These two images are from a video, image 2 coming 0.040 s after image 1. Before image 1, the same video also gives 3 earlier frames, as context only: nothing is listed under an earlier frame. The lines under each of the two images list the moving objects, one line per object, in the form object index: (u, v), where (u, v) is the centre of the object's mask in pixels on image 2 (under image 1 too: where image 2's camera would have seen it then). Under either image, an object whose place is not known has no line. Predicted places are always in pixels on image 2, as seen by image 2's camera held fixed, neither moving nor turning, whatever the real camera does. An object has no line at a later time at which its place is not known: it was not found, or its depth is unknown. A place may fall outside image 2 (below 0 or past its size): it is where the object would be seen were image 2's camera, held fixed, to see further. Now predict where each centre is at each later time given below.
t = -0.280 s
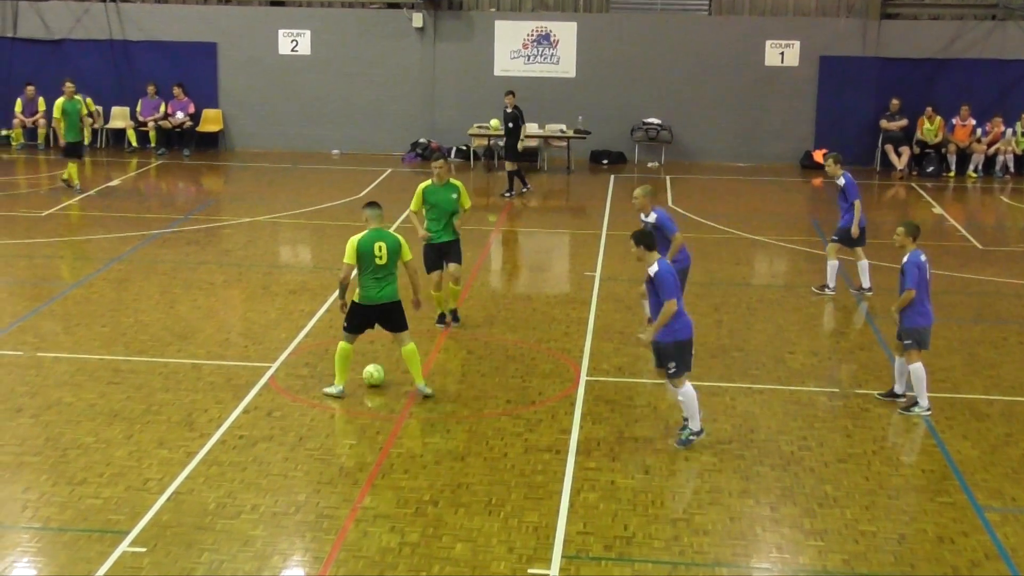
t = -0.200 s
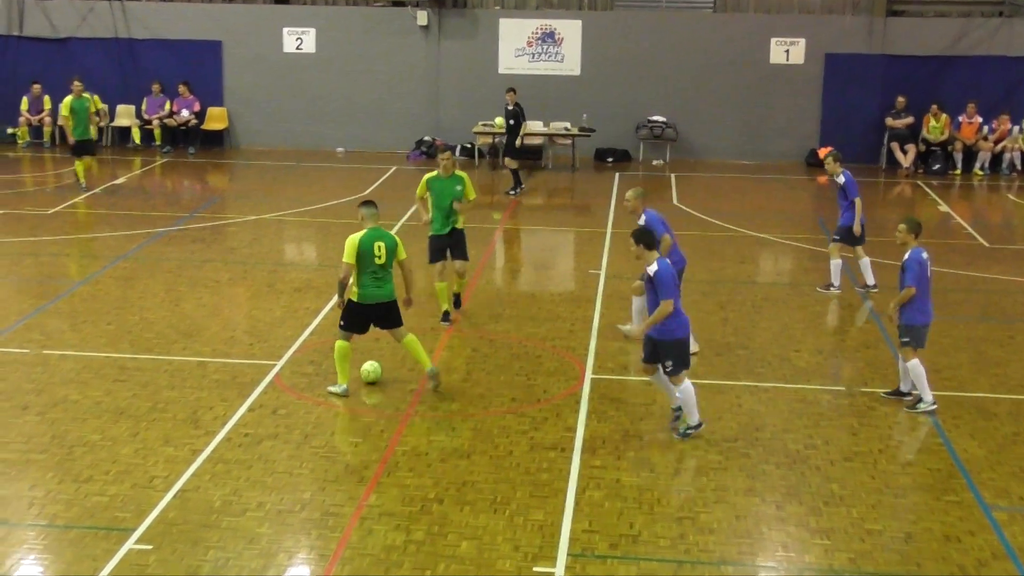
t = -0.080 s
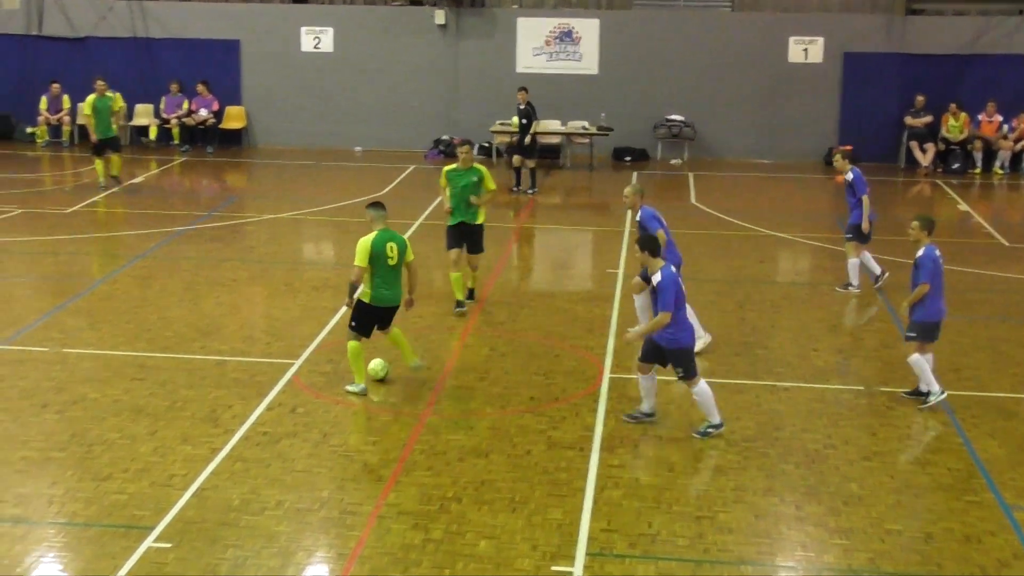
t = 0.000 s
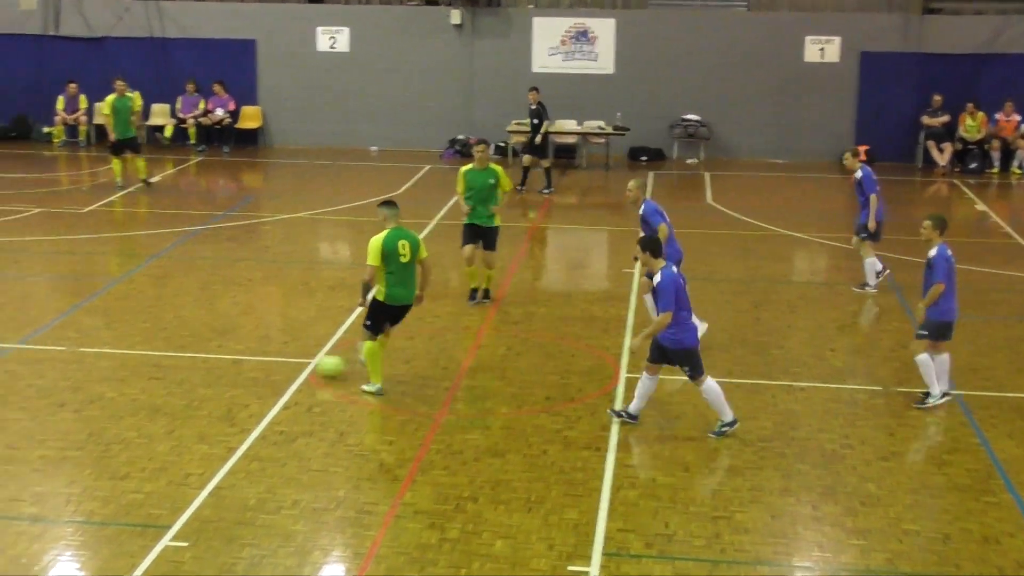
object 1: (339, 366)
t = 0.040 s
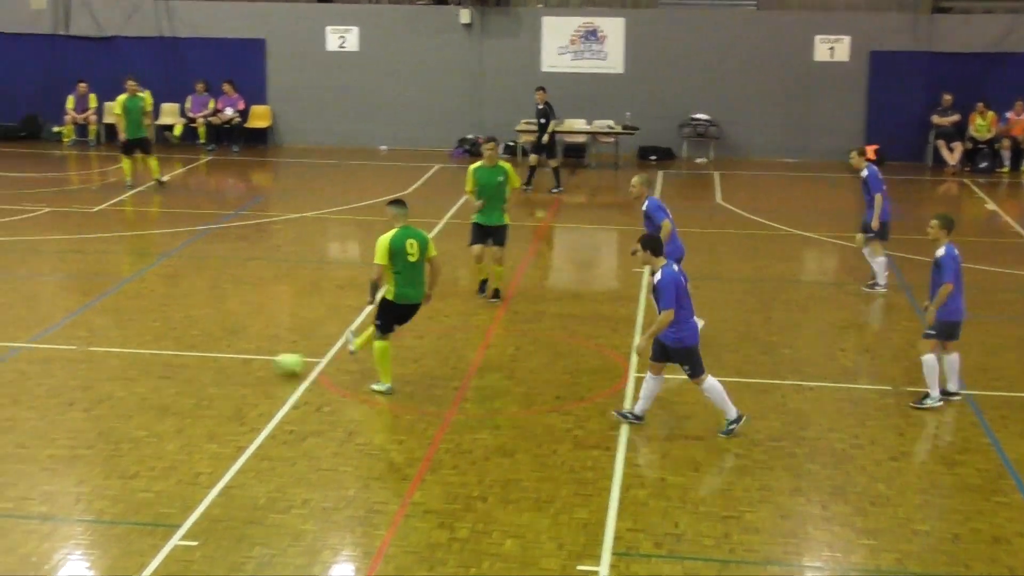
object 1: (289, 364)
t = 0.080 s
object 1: (242, 363)
